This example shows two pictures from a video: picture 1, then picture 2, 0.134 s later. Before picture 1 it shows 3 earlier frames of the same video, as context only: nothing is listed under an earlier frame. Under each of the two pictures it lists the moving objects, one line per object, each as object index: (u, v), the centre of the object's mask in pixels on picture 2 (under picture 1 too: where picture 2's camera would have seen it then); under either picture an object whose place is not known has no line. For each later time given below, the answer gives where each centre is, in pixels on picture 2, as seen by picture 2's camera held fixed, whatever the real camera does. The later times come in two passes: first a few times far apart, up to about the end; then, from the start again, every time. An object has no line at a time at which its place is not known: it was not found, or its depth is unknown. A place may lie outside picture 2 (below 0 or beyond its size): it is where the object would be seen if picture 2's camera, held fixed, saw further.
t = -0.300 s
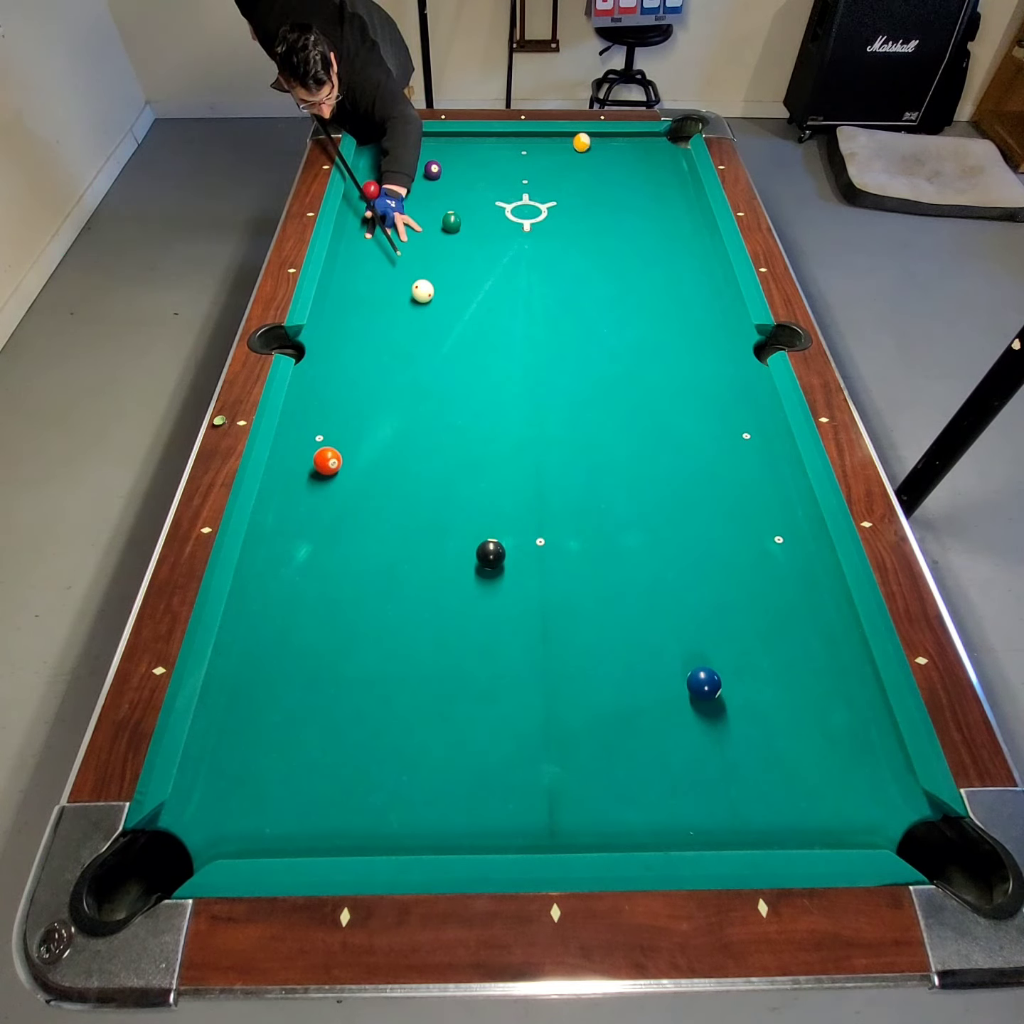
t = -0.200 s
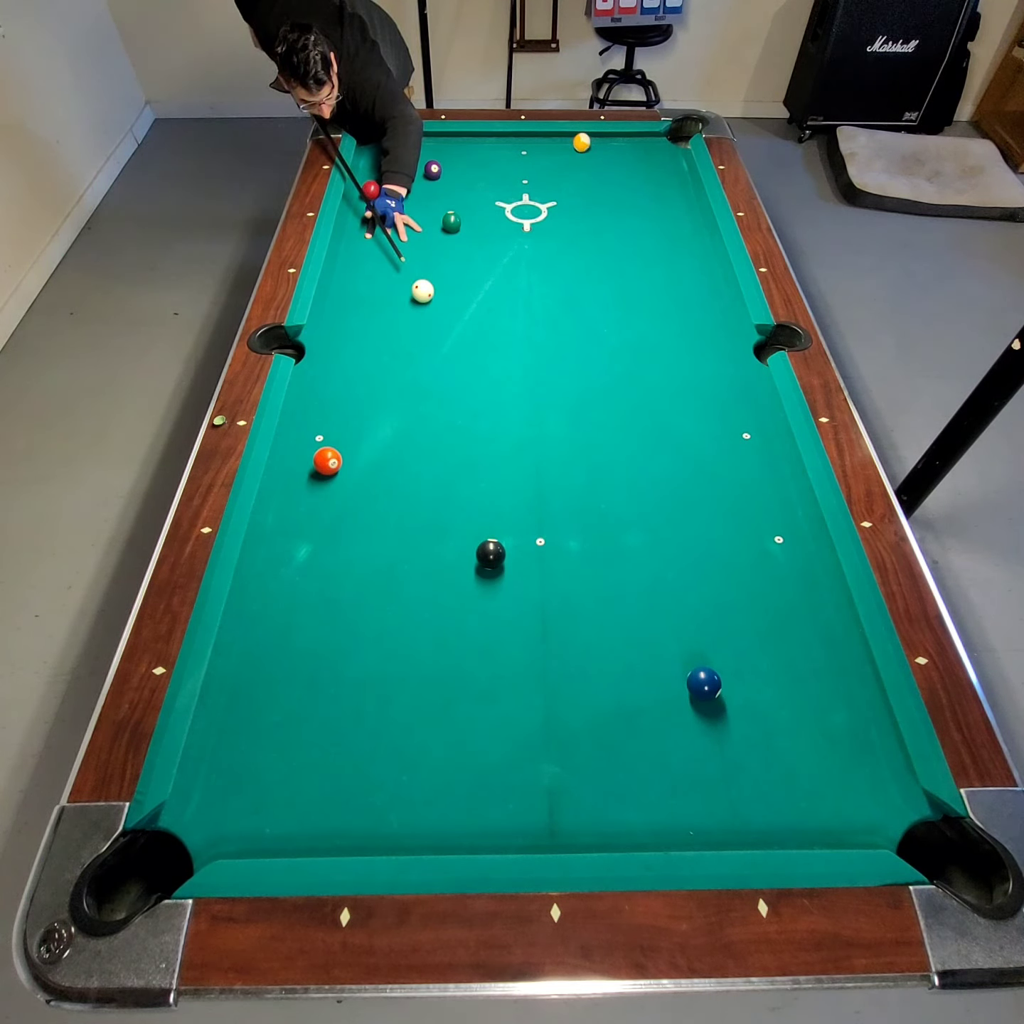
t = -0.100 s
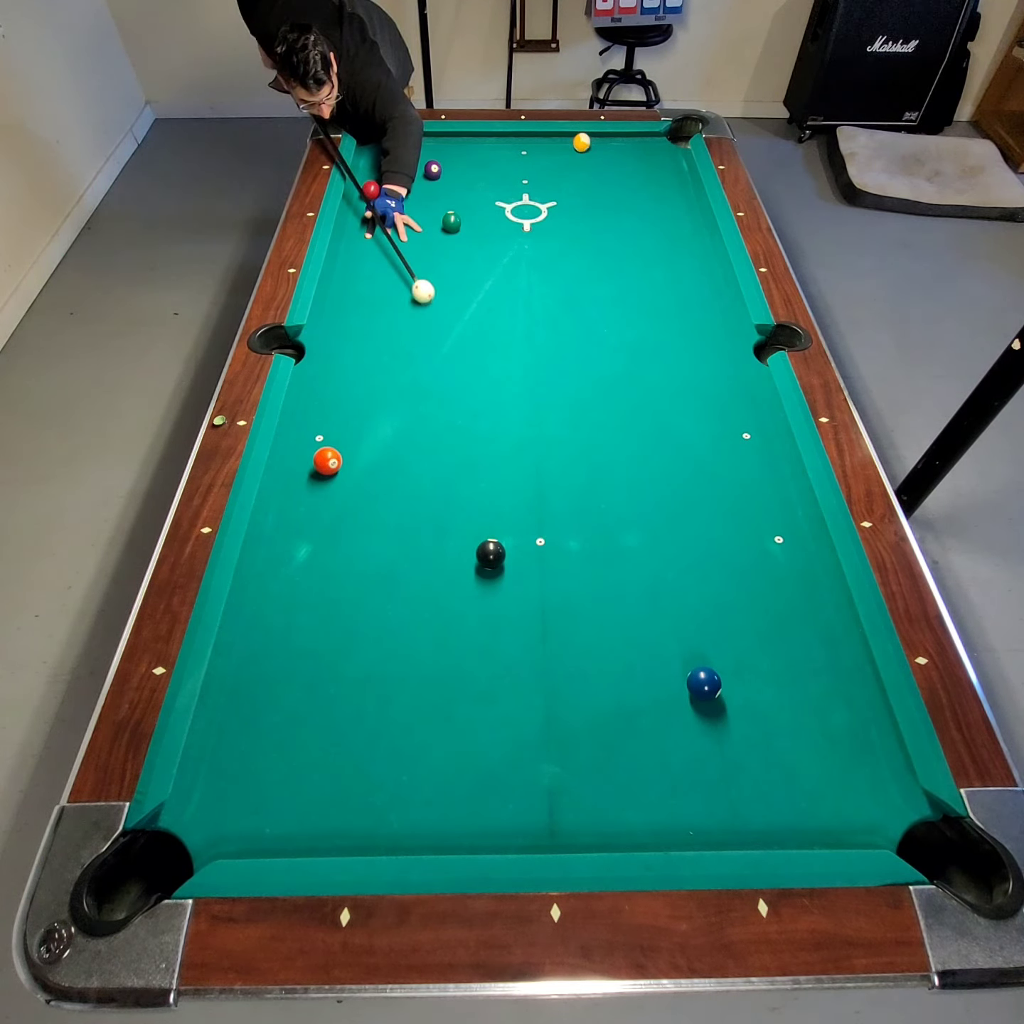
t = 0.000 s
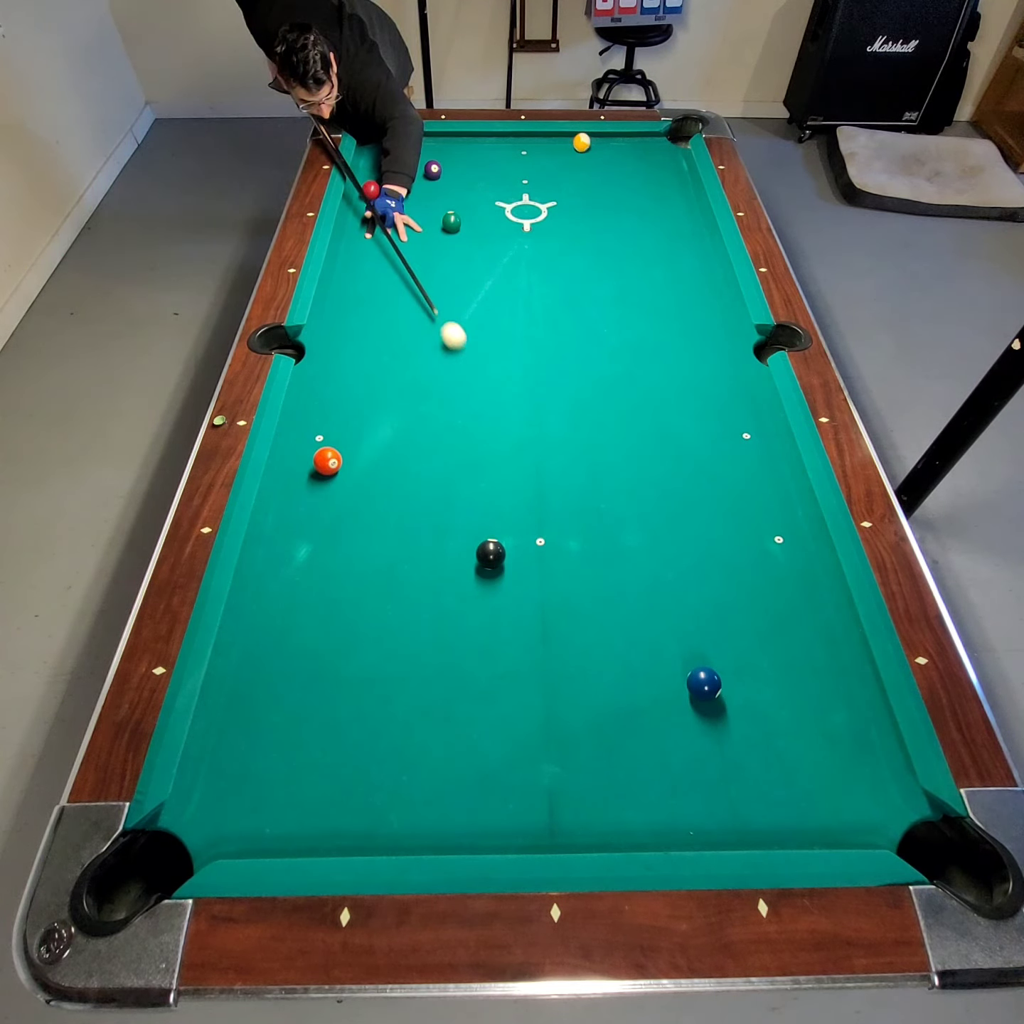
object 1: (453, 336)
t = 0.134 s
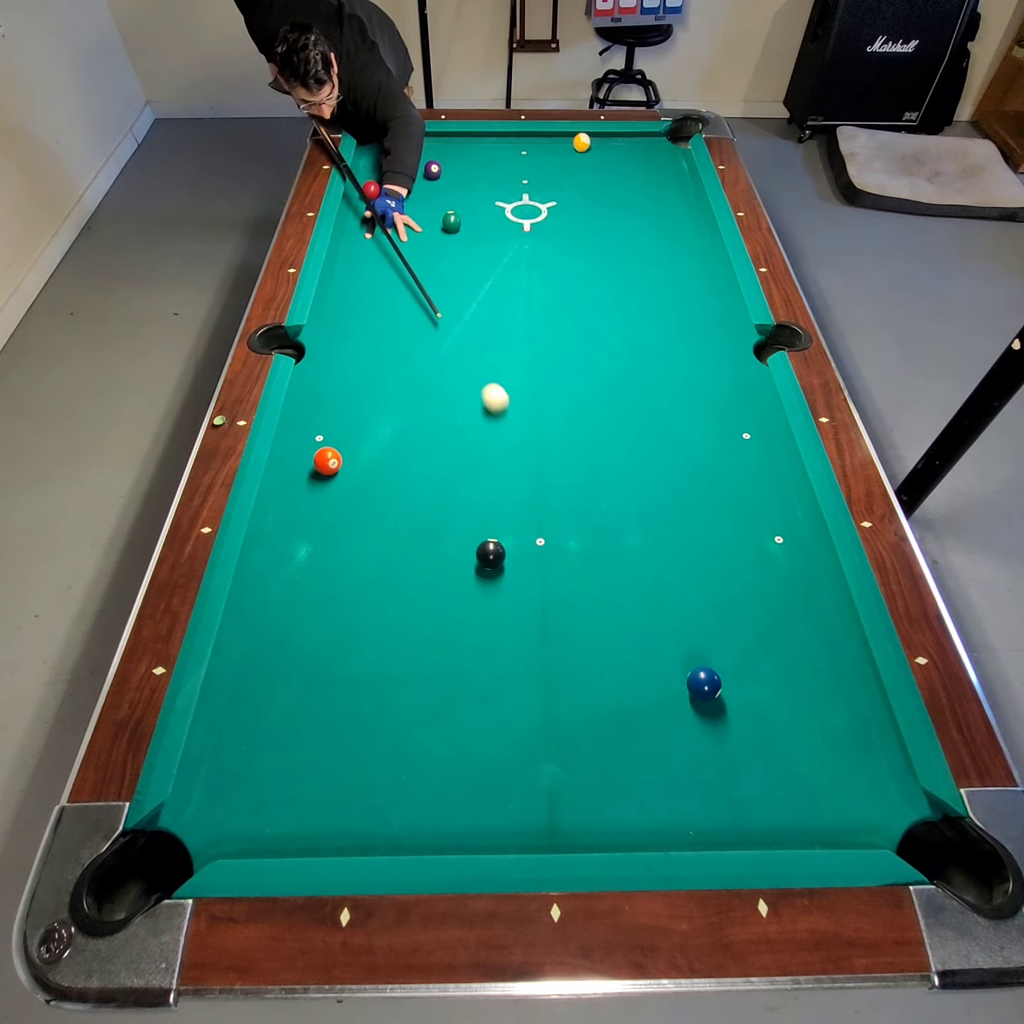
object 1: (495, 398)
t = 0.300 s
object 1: (555, 488)
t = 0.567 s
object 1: (670, 673)
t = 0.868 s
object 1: (654, 832)
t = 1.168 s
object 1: (613, 735)
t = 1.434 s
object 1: (583, 666)
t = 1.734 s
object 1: (555, 602)
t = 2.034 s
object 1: (533, 548)
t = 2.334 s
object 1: (513, 504)
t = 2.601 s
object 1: (500, 470)
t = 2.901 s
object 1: (487, 438)
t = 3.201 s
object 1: (477, 410)
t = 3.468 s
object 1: (469, 390)
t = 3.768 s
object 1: (462, 372)
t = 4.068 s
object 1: (457, 356)
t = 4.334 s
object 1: (452, 345)
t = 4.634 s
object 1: (448, 335)
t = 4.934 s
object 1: (445, 328)
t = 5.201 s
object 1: (443, 325)
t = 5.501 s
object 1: (443, 323)
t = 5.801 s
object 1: (443, 324)
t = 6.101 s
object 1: (443, 323)
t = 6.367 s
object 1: (443, 324)
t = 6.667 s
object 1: (443, 324)
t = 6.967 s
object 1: (443, 324)
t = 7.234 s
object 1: (443, 324)
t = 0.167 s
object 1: (506, 415)
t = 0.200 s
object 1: (517, 432)
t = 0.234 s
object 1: (529, 450)
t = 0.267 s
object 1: (542, 469)
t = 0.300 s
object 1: (555, 488)
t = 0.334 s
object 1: (568, 509)
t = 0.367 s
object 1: (583, 530)
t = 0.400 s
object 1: (598, 553)
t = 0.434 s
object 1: (614, 576)
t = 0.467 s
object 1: (630, 601)
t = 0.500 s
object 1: (647, 626)
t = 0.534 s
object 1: (664, 653)
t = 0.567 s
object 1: (670, 673)
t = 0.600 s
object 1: (664, 687)
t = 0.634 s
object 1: (661, 702)
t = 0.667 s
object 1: (658, 718)
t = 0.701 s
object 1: (657, 736)
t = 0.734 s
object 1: (657, 755)
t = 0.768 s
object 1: (656, 775)
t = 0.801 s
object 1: (656, 795)
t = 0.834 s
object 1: (655, 816)
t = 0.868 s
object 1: (654, 832)
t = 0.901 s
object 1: (649, 821)
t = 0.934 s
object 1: (644, 809)
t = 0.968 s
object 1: (639, 797)
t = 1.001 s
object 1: (635, 786)
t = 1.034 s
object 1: (630, 775)
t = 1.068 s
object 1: (625, 765)
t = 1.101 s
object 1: (621, 755)
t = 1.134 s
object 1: (617, 745)
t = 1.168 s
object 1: (613, 735)
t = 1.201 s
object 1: (608, 726)
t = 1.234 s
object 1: (605, 717)
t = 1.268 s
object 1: (601, 708)
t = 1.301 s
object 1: (597, 699)
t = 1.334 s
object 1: (593, 691)
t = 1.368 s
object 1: (590, 682)
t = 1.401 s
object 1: (586, 674)
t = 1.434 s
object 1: (583, 666)
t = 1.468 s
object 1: (579, 658)
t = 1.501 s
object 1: (576, 650)
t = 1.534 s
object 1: (573, 643)
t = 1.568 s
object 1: (570, 636)
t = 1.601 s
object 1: (567, 628)
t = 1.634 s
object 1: (564, 622)
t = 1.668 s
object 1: (561, 615)
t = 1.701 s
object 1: (558, 608)
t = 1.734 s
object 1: (555, 602)
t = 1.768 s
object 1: (552, 595)
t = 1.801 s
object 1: (550, 589)
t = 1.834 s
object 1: (547, 583)
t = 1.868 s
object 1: (544, 577)
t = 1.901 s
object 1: (542, 571)
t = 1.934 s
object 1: (539, 565)
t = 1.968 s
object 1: (537, 559)
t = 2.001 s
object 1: (535, 553)
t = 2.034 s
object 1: (533, 548)
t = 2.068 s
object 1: (530, 543)
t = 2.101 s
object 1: (528, 538)
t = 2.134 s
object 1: (526, 532)
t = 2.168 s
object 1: (524, 527)
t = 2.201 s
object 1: (521, 523)
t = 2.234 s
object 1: (519, 518)
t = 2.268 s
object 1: (517, 513)
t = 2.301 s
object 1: (515, 508)
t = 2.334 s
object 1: (513, 504)
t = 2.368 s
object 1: (512, 499)
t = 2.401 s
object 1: (510, 495)
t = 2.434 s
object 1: (508, 490)
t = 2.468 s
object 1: (506, 486)
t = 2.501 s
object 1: (505, 482)
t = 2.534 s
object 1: (503, 478)
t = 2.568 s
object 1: (501, 474)
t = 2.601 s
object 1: (500, 470)
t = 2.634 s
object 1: (498, 466)
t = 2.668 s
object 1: (497, 462)
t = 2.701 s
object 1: (495, 458)
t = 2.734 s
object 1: (494, 455)
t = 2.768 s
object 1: (492, 451)
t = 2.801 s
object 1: (491, 448)
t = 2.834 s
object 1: (490, 444)
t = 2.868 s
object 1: (488, 441)
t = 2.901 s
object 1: (487, 438)
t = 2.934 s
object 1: (486, 434)
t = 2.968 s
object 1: (484, 431)
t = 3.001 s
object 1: (483, 428)
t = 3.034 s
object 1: (482, 425)
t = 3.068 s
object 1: (481, 422)
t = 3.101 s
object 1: (480, 419)
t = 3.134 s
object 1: (479, 416)
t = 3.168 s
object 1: (478, 413)
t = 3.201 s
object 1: (477, 410)
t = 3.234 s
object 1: (476, 408)
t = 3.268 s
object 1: (475, 405)
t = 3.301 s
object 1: (474, 403)
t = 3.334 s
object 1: (473, 400)
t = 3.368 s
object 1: (472, 398)
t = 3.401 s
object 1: (471, 395)
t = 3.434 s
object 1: (470, 393)
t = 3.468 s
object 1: (469, 390)
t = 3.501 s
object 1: (468, 388)
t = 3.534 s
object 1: (467, 386)
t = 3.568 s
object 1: (466, 384)
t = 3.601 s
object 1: (466, 382)
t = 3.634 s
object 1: (465, 380)
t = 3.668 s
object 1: (464, 377)
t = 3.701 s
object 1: (463, 375)
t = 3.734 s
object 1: (463, 373)
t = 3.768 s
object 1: (462, 372)
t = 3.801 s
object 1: (461, 370)
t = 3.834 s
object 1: (461, 368)
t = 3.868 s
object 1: (460, 366)
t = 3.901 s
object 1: (459, 364)
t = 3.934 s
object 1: (459, 362)
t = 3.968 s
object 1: (458, 361)
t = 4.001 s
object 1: (458, 359)
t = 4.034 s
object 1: (457, 358)
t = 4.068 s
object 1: (457, 356)
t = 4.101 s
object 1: (456, 354)
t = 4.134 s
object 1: (456, 353)
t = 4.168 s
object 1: (455, 352)
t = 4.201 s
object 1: (454, 350)
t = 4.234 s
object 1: (454, 349)
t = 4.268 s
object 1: (453, 348)
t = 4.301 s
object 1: (453, 346)
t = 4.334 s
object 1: (452, 345)
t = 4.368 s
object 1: (452, 344)
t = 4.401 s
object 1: (451, 343)
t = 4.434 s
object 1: (451, 341)
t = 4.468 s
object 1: (450, 340)
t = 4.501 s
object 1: (450, 339)
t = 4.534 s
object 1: (450, 338)
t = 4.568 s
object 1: (449, 337)
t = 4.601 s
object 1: (449, 336)
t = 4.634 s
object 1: (448, 335)
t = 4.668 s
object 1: (448, 334)
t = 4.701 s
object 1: (448, 334)
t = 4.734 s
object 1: (447, 333)
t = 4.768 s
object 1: (447, 332)
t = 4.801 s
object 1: (447, 331)
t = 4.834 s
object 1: (446, 330)
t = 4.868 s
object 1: (446, 330)
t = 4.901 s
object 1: (446, 329)
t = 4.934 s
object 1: (445, 328)
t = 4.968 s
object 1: (445, 328)
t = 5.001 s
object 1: (445, 327)
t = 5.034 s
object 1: (445, 327)
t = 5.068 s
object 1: (444, 326)
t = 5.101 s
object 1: (444, 326)
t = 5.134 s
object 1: (444, 326)
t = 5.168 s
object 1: (443, 325)
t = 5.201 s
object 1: (443, 325)
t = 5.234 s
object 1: (443, 325)
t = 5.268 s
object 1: (443, 324)
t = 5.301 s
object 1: (443, 324)
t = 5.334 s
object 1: (443, 324)
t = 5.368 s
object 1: (443, 324)
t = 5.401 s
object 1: (443, 324)
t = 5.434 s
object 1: (443, 323)
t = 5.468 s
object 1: (443, 323)
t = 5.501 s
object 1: (443, 323)
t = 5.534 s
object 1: (443, 323)
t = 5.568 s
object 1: (443, 323)
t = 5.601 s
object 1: (443, 323)
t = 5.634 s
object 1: (443, 323)
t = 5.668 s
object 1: (443, 324)
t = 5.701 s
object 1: (443, 324)
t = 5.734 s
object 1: (443, 324)
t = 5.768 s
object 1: (443, 324)
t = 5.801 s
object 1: (443, 324)
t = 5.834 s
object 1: (443, 324)
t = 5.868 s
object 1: (443, 324)
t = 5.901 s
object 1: (443, 324)
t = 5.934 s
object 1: (443, 324)
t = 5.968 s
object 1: (443, 324)
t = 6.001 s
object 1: (443, 324)
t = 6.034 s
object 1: (443, 323)
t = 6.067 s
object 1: (443, 323)
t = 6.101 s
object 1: (443, 323)
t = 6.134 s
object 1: (443, 323)
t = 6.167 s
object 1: (443, 323)
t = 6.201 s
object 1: (443, 323)
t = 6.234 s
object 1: (443, 323)
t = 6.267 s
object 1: (443, 323)
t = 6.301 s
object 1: (443, 323)
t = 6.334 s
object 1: (443, 324)
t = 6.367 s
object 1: (443, 324)
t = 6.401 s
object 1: (443, 324)
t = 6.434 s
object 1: (443, 323)
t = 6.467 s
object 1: (443, 323)
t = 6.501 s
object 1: (443, 323)
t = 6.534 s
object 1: (443, 324)
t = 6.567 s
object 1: (443, 324)
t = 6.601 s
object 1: (443, 324)
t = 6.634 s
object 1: (443, 324)
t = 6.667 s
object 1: (443, 324)
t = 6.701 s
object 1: (443, 324)
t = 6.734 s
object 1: (443, 324)
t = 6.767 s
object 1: (443, 324)
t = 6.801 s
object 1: (443, 323)
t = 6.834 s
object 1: (443, 323)
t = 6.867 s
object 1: (443, 323)
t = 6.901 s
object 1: (443, 323)
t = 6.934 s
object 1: (443, 324)
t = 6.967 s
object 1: (443, 324)
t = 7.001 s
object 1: (443, 324)
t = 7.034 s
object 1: (443, 324)
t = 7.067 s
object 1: (443, 324)
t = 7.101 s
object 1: (443, 324)
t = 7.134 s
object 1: (443, 324)
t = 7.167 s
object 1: (443, 324)
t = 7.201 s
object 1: (443, 324)
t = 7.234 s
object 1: (443, 324)
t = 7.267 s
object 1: (443, 324)
